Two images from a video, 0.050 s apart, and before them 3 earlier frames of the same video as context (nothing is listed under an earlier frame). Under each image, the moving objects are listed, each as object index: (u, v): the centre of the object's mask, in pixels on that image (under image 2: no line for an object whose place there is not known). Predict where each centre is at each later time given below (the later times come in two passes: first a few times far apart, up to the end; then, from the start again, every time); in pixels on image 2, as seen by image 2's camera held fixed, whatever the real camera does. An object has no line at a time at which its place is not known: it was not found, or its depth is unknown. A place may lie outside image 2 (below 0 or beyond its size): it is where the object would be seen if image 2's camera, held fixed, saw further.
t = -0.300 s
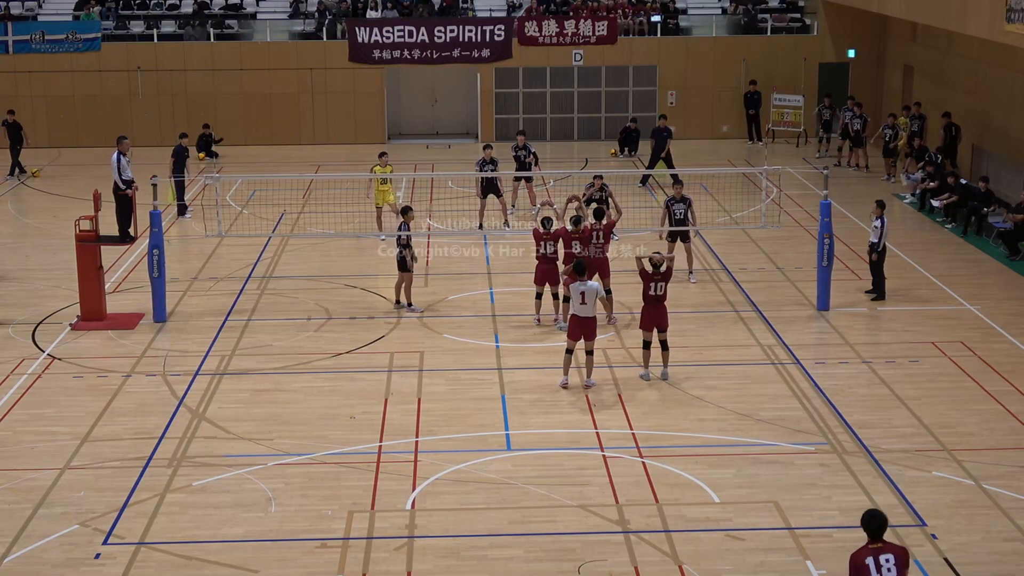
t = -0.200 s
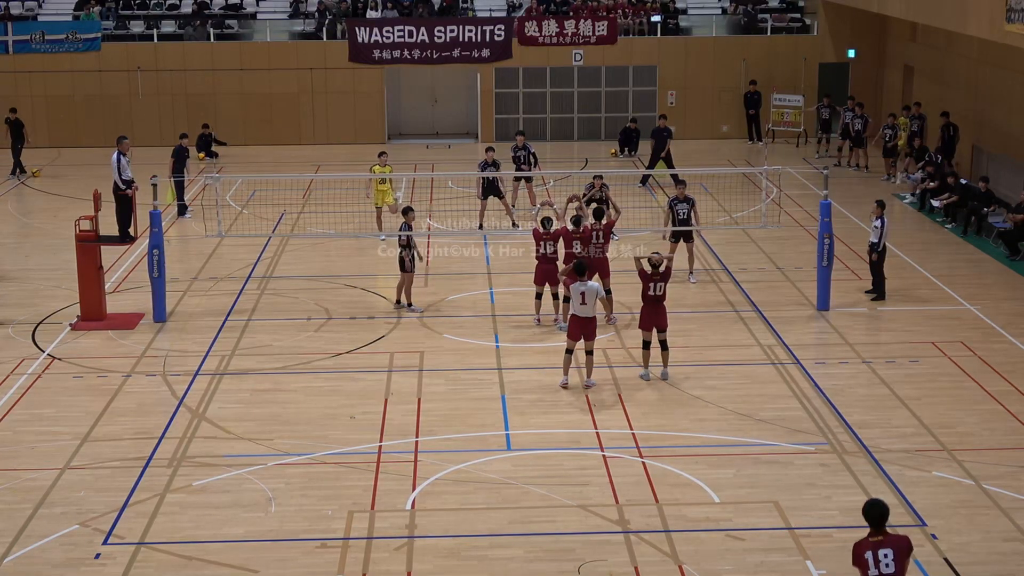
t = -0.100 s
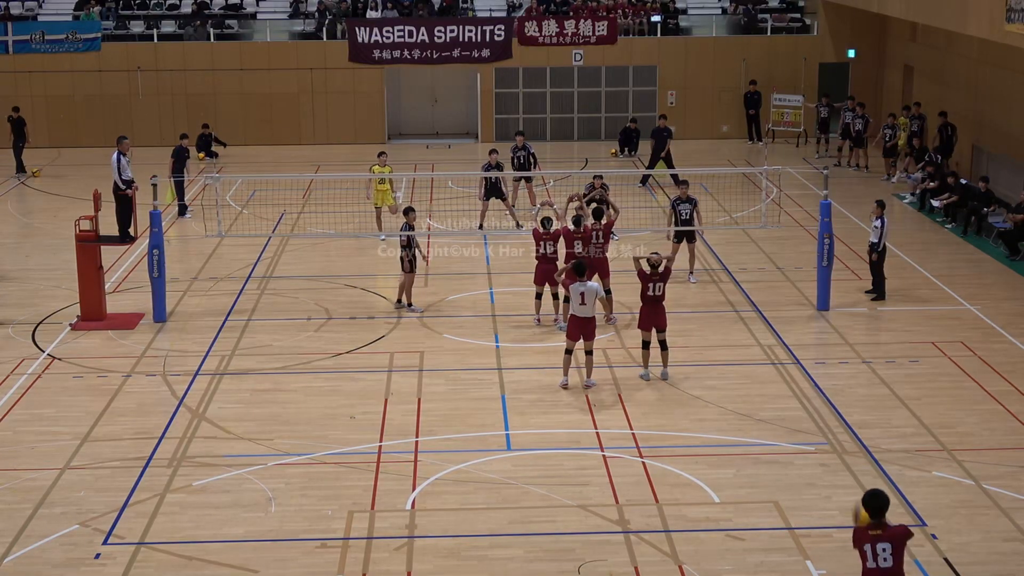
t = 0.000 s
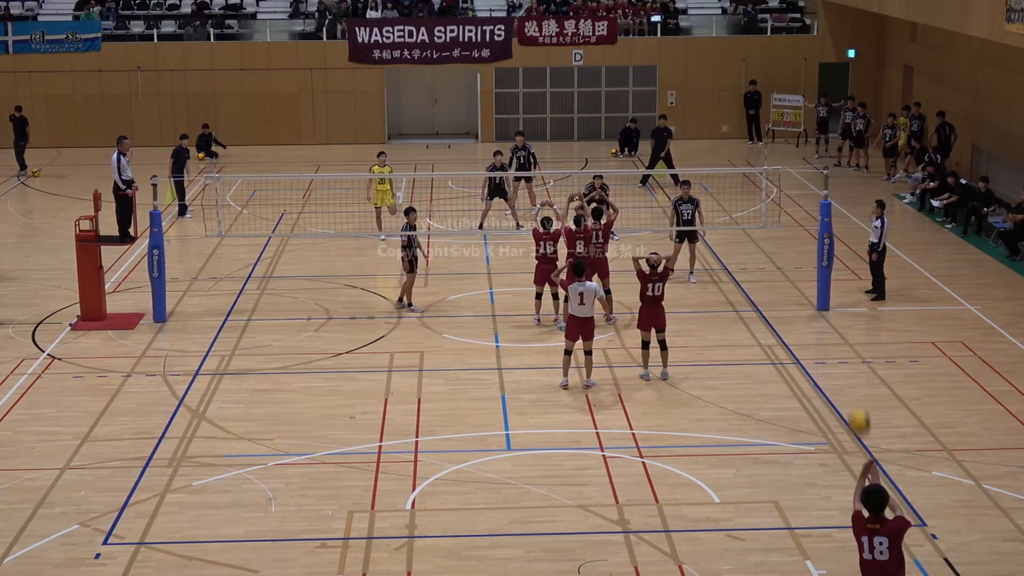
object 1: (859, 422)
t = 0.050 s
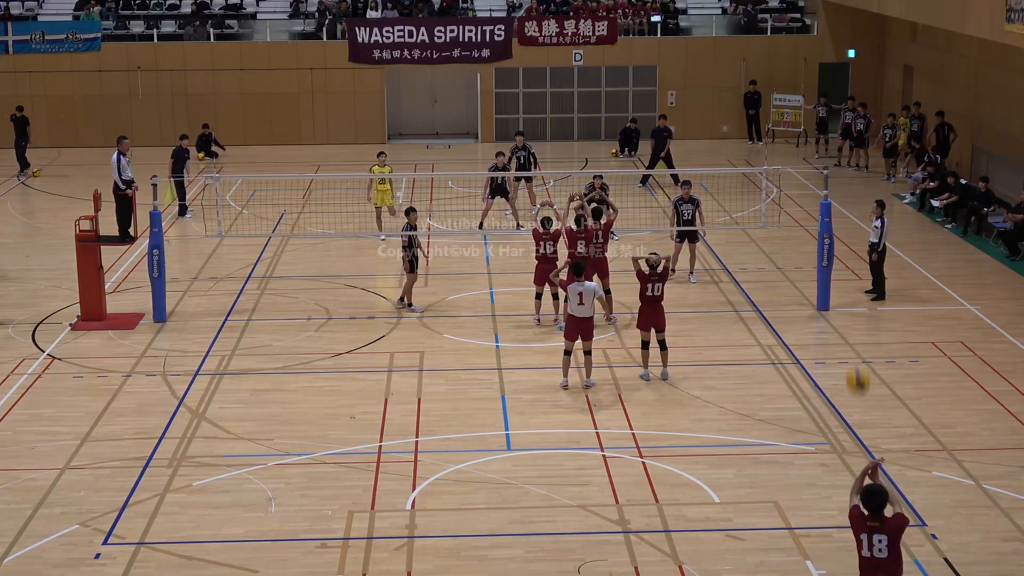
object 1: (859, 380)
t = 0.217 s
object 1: (852, 258)
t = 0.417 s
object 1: (845, 155)
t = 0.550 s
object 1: (839, 112)
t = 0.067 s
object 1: (858, 368)
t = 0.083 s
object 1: (857, 353)
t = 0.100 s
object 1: (857, 341)
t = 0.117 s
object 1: (857, 327)
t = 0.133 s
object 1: (856, 314)
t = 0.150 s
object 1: (855, 302)
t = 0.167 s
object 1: (855, 292)
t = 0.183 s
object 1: (854, 280)
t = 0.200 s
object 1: (853, 268)
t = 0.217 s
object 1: (852, 258)
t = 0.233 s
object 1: (852, 249)
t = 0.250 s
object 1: (853, 239)
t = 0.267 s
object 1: (852, 228)
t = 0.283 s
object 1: (851, 218)
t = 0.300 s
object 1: (850, 209)
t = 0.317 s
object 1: (850, 200)
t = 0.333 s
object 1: (850, 191)
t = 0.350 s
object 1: (849, 183)
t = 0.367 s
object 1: (848, 176)
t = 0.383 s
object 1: (847, 169)
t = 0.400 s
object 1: (846, 161)
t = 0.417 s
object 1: (845, 155)
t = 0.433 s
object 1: (845, 150)
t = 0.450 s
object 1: (844, 143)
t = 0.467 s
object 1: (843, 136)
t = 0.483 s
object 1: (843, 132)
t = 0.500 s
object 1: (841, 127)
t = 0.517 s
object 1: (841, 122)
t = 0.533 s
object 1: (840, 117)
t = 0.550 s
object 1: (839, 112)
